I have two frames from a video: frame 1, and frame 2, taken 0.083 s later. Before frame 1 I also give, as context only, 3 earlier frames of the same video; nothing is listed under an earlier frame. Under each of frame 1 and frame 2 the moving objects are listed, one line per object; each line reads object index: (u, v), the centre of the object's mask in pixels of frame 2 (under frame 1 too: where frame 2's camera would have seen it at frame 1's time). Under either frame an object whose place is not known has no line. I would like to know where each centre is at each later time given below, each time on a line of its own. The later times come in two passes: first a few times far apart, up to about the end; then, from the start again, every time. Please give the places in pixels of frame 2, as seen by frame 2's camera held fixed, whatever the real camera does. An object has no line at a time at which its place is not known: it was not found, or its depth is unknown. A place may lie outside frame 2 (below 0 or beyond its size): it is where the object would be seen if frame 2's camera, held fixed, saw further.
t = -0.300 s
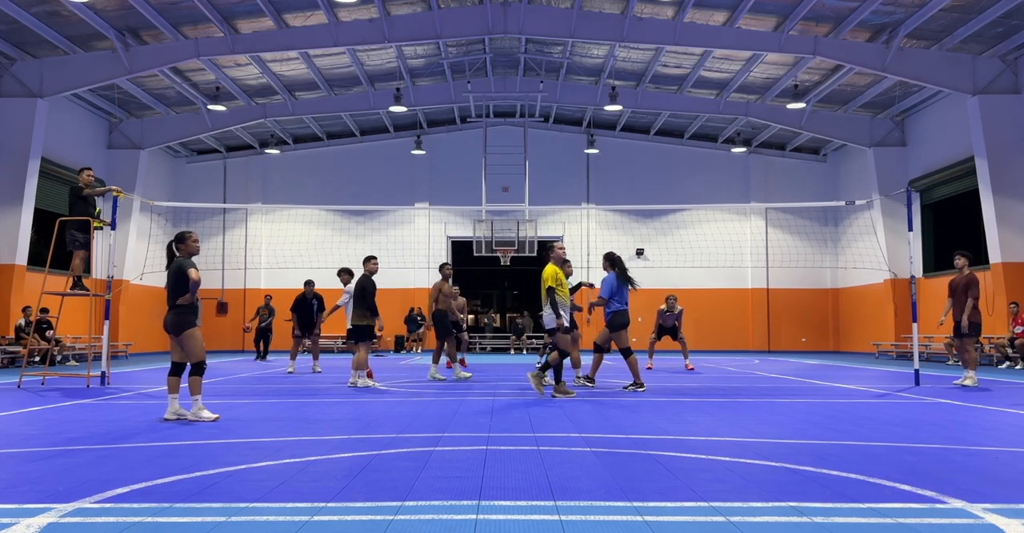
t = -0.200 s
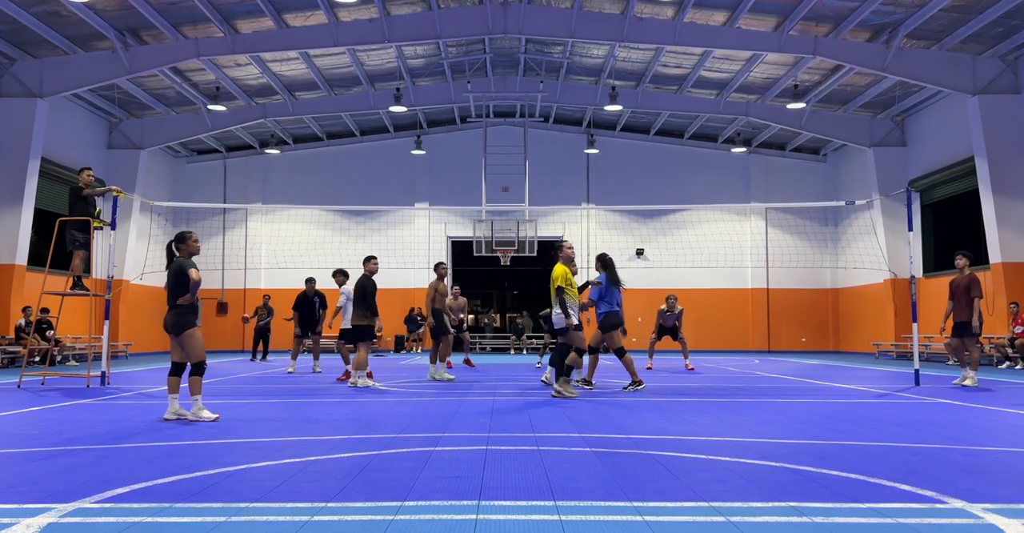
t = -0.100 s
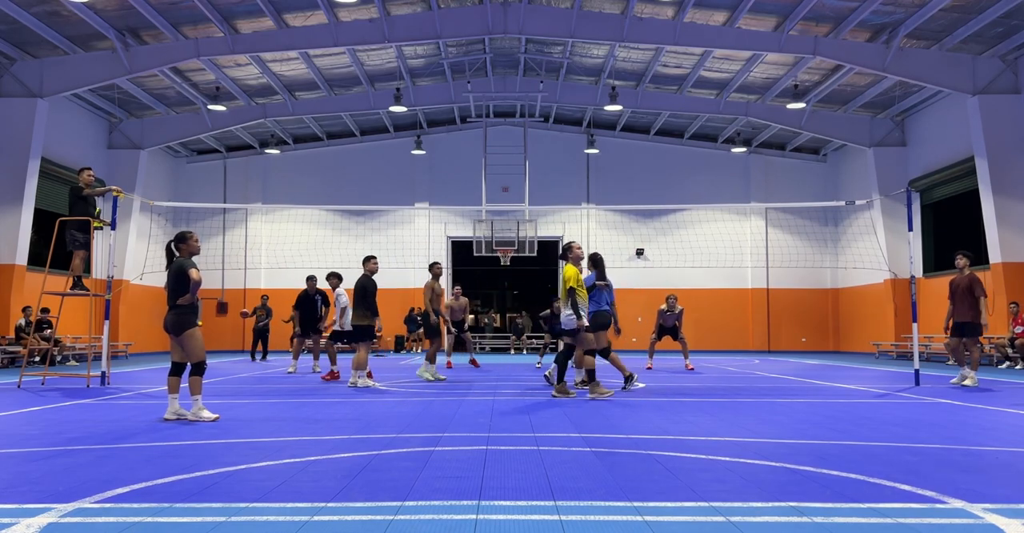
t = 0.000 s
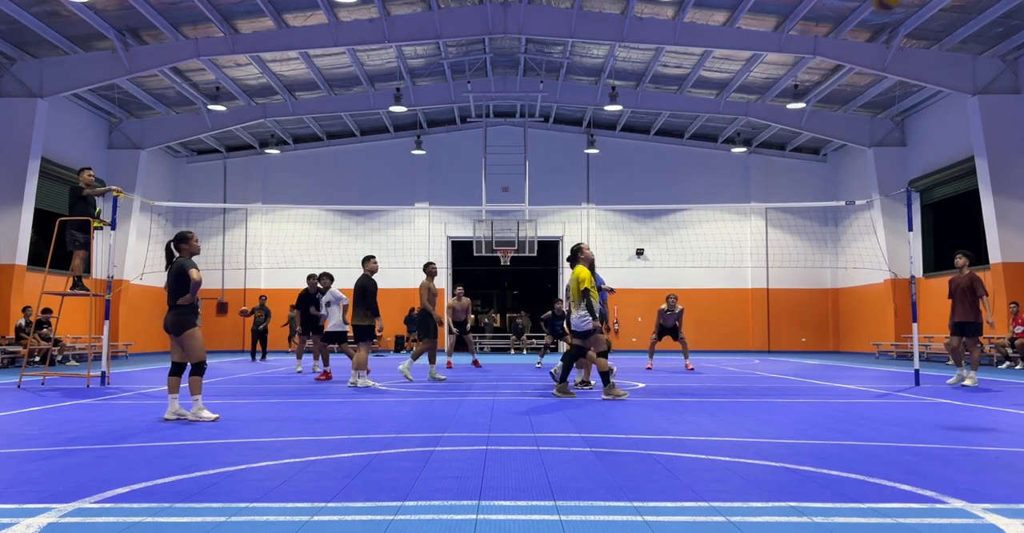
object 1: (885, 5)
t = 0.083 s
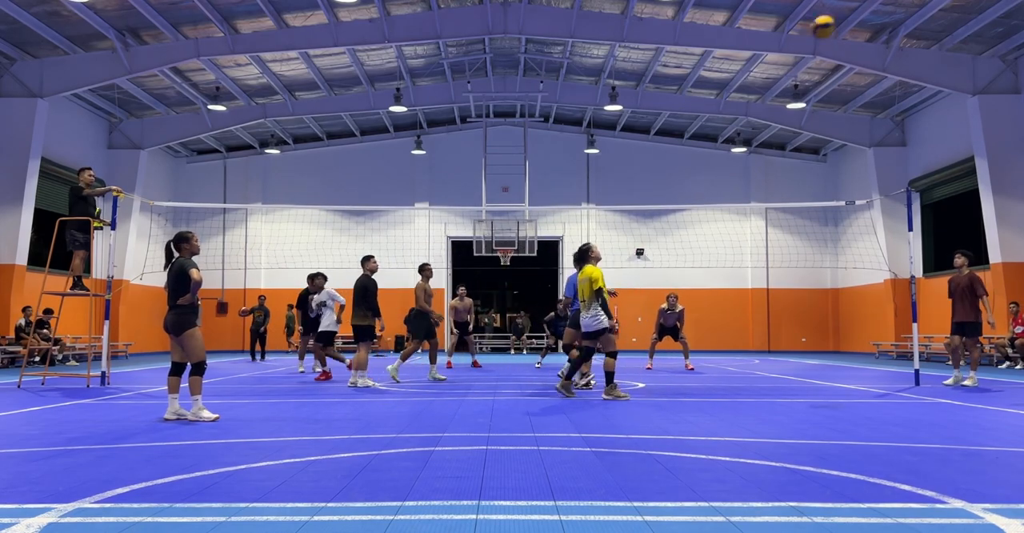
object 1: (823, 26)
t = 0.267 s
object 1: (728, 86)
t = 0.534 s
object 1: (649, 171)
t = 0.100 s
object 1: (812, 32)
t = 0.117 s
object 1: (802, 37)
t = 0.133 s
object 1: (792, 43)
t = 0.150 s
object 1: (783, 49)
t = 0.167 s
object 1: (774, 54)
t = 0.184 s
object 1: (765, 60)
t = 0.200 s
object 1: (758, 66)
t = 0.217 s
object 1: (750, 71)
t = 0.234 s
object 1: (742, 76)
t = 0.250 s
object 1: (735, 81)
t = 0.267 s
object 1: (728, 86)
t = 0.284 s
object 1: (722, 92)
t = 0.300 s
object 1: (715, 97)
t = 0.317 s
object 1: (710, 102)
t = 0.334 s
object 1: (704, 107)
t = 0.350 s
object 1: (698, 113)
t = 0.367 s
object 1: (693, 118)
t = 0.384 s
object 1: (688, 122)
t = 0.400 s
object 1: (683, 128)
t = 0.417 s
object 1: (678, 134)
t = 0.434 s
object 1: (673, 139)
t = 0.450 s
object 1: (669, 145)
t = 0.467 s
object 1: (664, 150)
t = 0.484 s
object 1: (660, 155)
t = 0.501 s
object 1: (656, 160)
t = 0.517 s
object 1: (652, 165)
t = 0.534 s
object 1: (649, 171)
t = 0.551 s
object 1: (645, 176)
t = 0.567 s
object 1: (641, 181)
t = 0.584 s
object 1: (637, 186)
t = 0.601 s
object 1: (634, 191)
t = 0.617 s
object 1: (631, 197)
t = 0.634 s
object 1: (627, 200)
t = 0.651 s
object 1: (624, 207)
